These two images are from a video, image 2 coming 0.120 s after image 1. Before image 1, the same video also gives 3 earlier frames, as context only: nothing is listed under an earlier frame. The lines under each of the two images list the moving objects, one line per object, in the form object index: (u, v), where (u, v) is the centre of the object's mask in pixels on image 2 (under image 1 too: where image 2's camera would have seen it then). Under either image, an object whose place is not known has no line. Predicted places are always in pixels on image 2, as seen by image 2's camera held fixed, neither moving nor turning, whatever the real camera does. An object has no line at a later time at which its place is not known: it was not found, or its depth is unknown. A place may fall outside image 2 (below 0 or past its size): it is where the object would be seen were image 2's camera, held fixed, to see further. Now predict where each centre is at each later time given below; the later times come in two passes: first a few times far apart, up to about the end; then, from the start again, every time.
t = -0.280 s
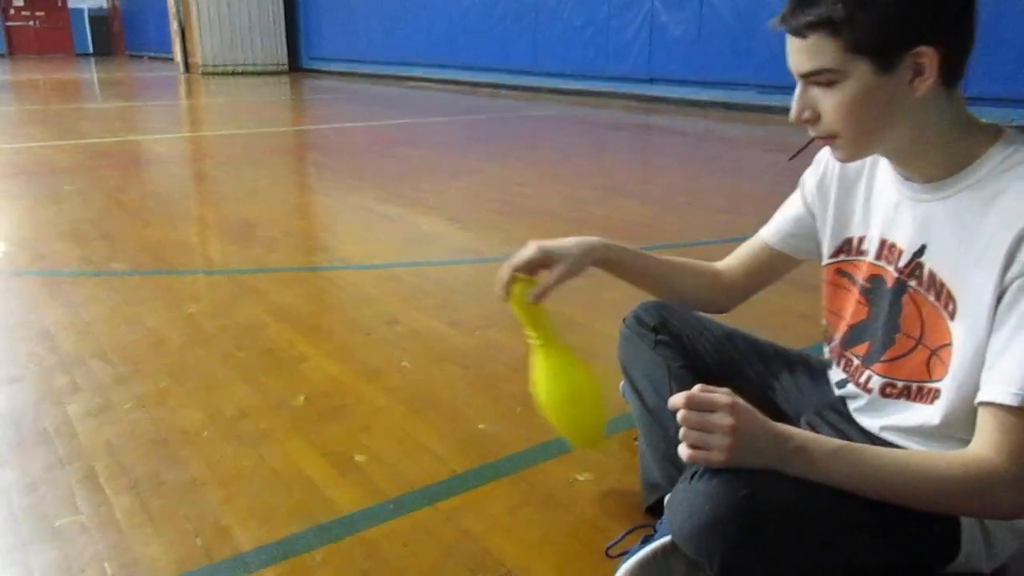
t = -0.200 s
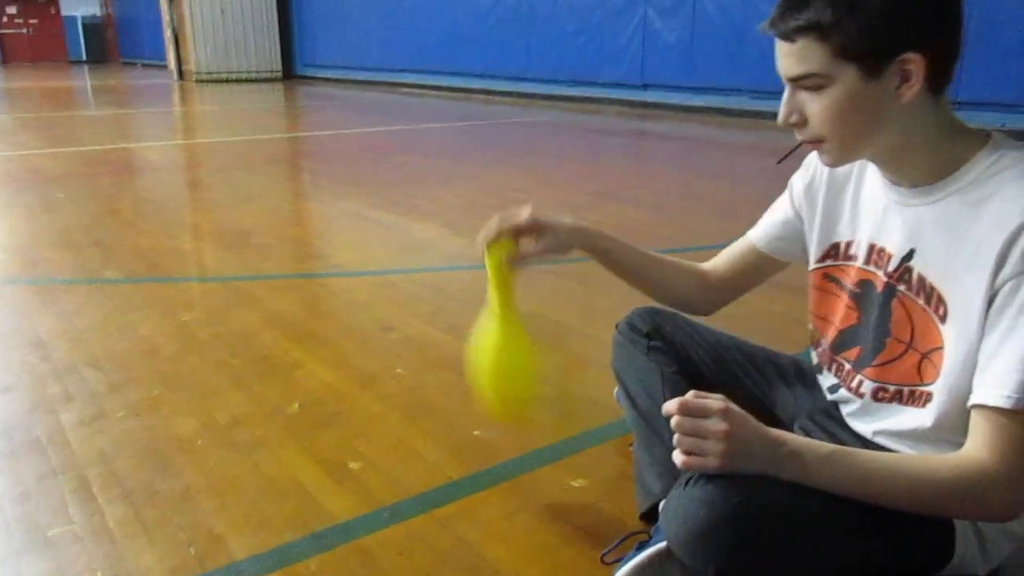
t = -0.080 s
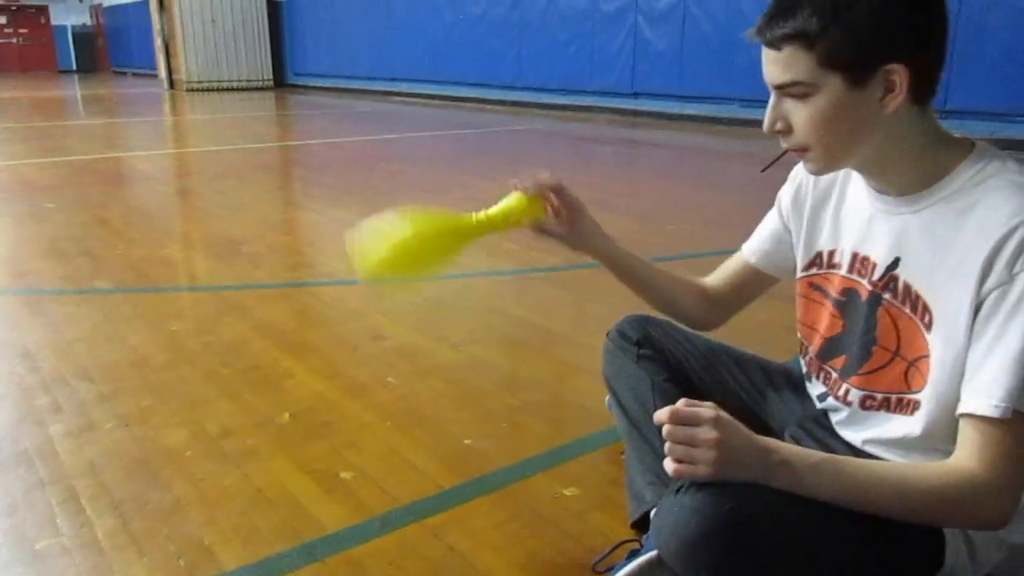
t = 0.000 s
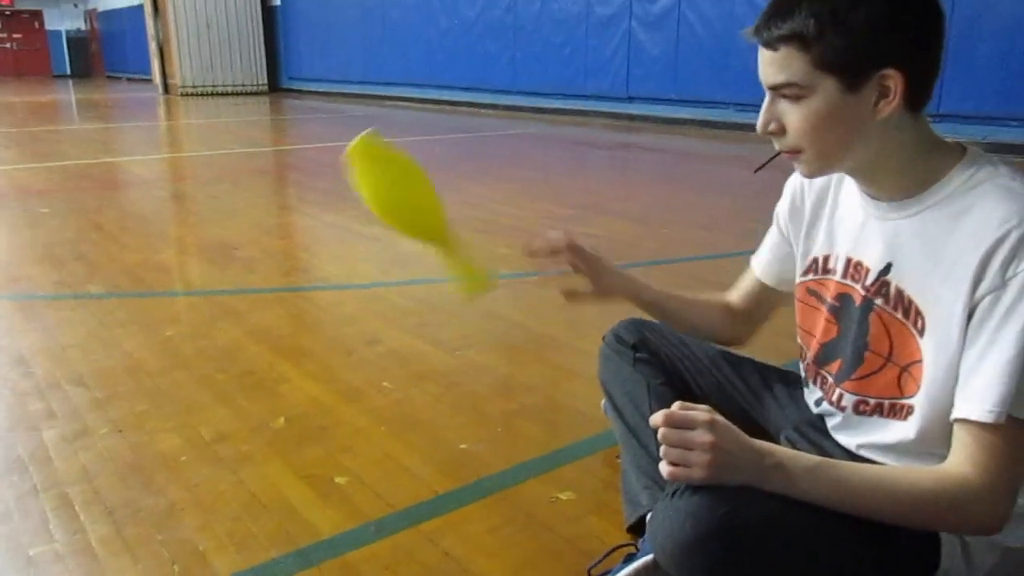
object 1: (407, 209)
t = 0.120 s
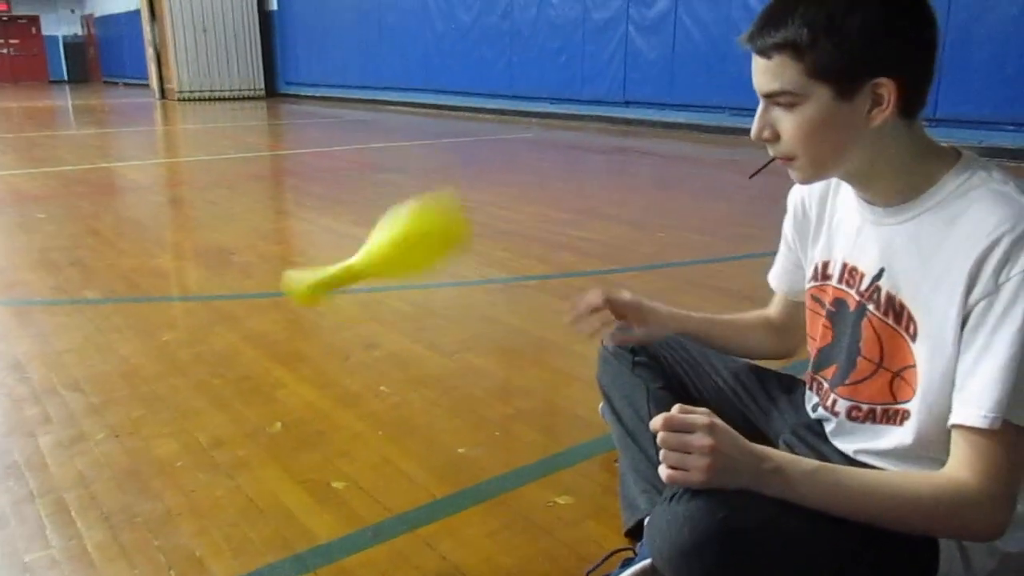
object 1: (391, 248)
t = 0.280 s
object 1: (356, 422)
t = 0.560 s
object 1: (350, 436)
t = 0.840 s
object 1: (360, 448)
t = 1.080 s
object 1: (341, 451)
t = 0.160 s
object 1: (384, 286)
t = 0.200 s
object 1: (372, 328)
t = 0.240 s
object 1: (362, 378)
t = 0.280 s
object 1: (356, 422)
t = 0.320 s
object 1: (347, 404)
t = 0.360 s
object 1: (345, 387)
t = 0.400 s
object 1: (339, 361)
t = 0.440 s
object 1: (351, 389)
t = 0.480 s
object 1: (349, 410)
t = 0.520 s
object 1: (348, 434)
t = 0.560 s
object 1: (350, 436)
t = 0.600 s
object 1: (353, 426)
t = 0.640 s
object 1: (353, 423)
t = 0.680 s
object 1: (354, 429)
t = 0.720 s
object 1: (355, 432)
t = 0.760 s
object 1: (355, 430)
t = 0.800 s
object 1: (357, 435)
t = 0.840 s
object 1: (360, 448)
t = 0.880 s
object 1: (360, 455)
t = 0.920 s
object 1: (355, 447)
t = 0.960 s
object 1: (351, 442)
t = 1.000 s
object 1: (347, 438)
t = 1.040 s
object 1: (344, 439)
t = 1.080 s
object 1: (341, 451)
